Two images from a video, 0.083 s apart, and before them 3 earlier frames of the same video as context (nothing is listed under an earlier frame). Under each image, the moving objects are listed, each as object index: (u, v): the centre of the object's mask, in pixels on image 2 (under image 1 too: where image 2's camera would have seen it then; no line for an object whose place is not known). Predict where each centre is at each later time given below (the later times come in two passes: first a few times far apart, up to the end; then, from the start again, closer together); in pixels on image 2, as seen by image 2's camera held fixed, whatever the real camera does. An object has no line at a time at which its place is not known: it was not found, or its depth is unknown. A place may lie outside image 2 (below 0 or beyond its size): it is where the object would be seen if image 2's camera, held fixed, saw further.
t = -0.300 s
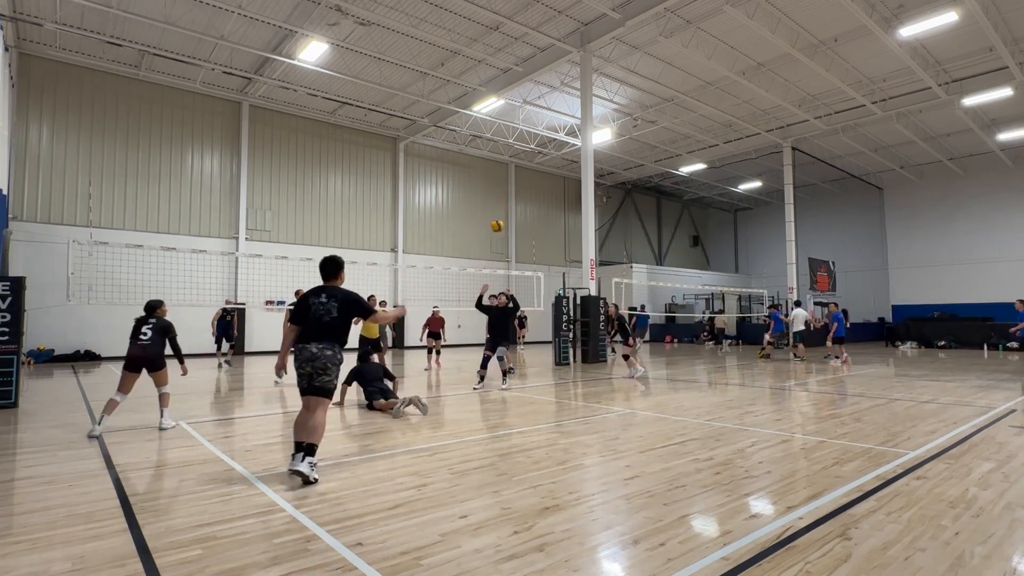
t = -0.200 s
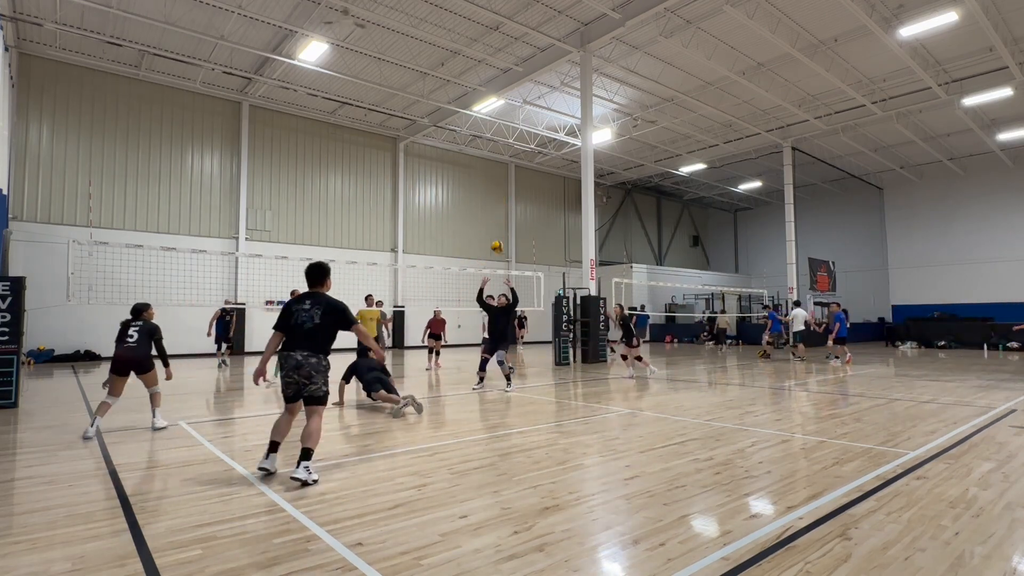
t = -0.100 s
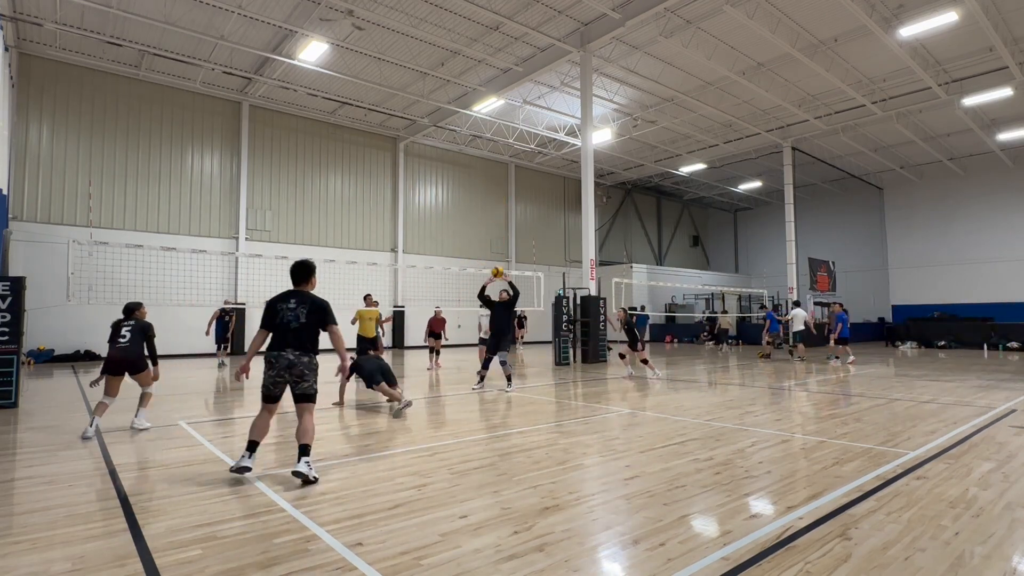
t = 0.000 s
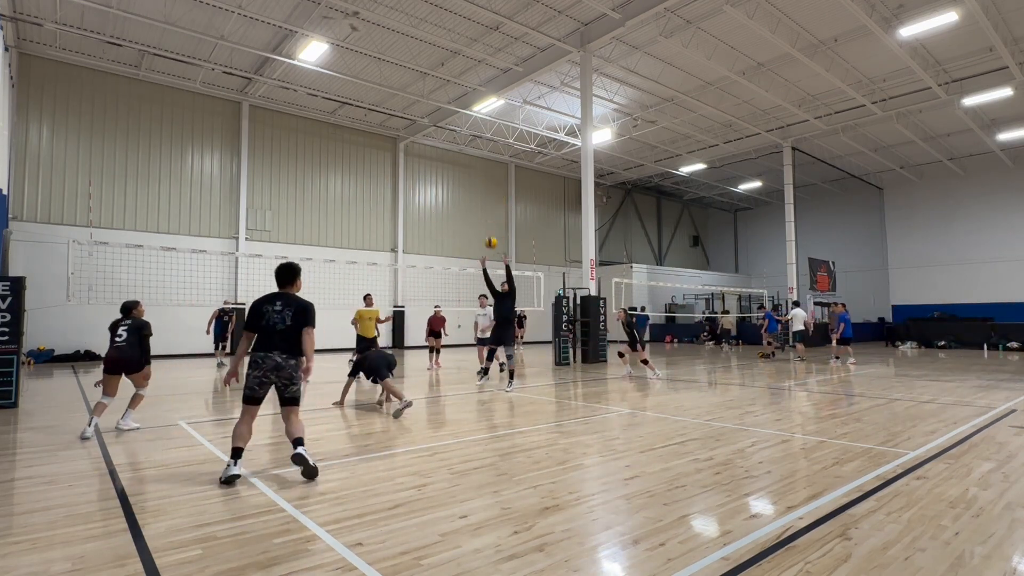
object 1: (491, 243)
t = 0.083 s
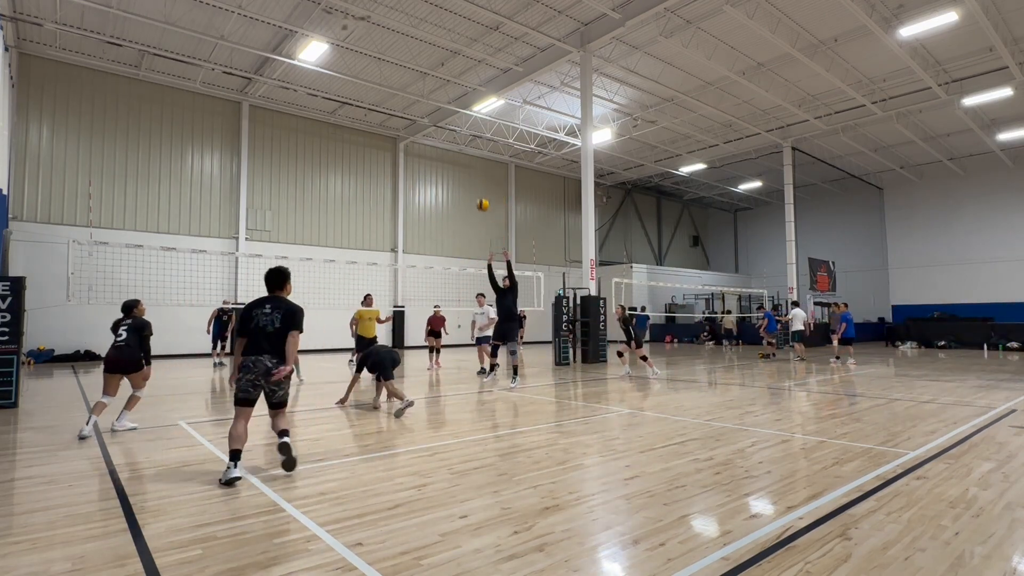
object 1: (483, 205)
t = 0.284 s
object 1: (462, 130)
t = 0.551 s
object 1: (433, 64)
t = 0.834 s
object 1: (402, 37)
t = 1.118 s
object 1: (368, 62)
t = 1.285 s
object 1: (347, 104)
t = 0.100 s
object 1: (481, 198)
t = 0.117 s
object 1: (479, 191)
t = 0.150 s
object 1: (476, 178)
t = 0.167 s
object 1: (474, 171)
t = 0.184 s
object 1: (472, 165)
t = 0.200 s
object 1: (470, 159)
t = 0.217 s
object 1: (468, 152)
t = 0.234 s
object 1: (467, 147)
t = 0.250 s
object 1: (465, 142)
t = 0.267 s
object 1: (463, 136)
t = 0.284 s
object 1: (462, 130)
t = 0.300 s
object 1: (459, 125)
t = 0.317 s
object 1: (458, 120)
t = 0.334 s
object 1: (456, 115)
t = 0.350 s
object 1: (454, 110)
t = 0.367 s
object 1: (452, 105)
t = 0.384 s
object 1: (450, 101)
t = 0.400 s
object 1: (449, 97)
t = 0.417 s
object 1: (447, 92)
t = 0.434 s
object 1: (445, 88)
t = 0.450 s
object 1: (443, 84)
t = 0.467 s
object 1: (441, 80)
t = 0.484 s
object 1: (440, 77)
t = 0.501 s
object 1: (438, 73)
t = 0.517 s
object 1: (437, 70)
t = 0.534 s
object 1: (435, 67)
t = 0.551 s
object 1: (433, 64)
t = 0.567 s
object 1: (431, 61)
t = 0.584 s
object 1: (429, 58)
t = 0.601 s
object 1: (427, 56)
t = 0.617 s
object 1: (426, 53)
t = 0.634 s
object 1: (424, 51)
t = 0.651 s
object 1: (422, 49)
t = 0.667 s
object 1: (421, 47)
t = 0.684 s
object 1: (419, 45)
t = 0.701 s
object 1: (417, 43)
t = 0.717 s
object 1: (415, 42)
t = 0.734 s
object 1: (414, 41)
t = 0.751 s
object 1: (411, 40)
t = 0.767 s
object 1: (410, 39)
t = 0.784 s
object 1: (408, 38)
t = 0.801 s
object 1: (406, 38)
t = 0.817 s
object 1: (404, 37)
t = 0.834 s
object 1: (402, 37)
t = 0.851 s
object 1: (400, 37)
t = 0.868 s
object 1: (398, 37)
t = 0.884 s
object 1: (396, 37)
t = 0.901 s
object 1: (394, 38)
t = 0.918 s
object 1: (392, 39)
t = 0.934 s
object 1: (390, 40)
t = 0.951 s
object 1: (388, 41)
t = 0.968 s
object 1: (386, 42)
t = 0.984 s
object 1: (384, 43)
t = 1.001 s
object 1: (383, 45)
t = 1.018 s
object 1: (381, 47)
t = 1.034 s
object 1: (379, 49)
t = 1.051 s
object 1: (376, 51)
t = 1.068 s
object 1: (375, 54)
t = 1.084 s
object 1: (372, 56)
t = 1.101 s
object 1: (370, 59)
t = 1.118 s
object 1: (368, 62)
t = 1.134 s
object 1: (366, 65)
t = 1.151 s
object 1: (364, 69)
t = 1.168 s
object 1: (362, 72)
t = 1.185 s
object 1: (360, 76)
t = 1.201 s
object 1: (358, 81)
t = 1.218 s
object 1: (355, 85)
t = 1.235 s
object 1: (353, 89)
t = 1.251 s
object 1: (351, 94)
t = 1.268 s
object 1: (349, 99)
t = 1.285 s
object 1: (347, 104)
